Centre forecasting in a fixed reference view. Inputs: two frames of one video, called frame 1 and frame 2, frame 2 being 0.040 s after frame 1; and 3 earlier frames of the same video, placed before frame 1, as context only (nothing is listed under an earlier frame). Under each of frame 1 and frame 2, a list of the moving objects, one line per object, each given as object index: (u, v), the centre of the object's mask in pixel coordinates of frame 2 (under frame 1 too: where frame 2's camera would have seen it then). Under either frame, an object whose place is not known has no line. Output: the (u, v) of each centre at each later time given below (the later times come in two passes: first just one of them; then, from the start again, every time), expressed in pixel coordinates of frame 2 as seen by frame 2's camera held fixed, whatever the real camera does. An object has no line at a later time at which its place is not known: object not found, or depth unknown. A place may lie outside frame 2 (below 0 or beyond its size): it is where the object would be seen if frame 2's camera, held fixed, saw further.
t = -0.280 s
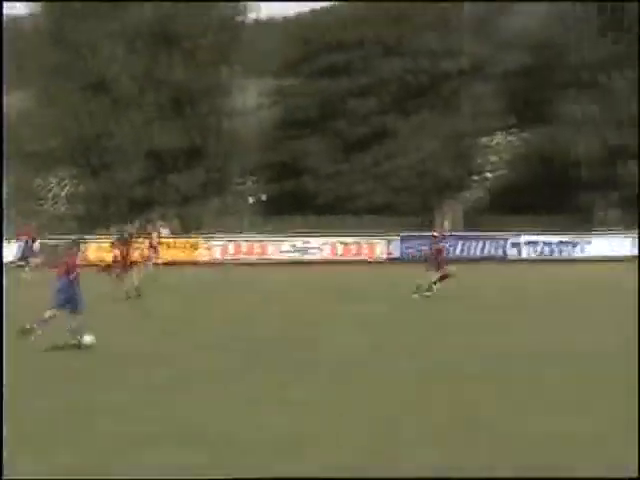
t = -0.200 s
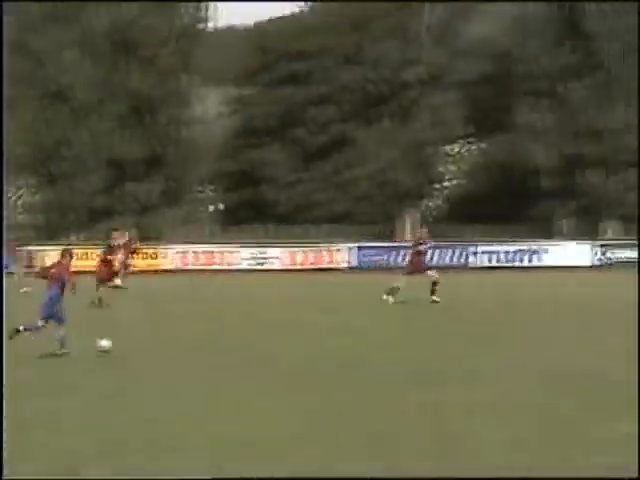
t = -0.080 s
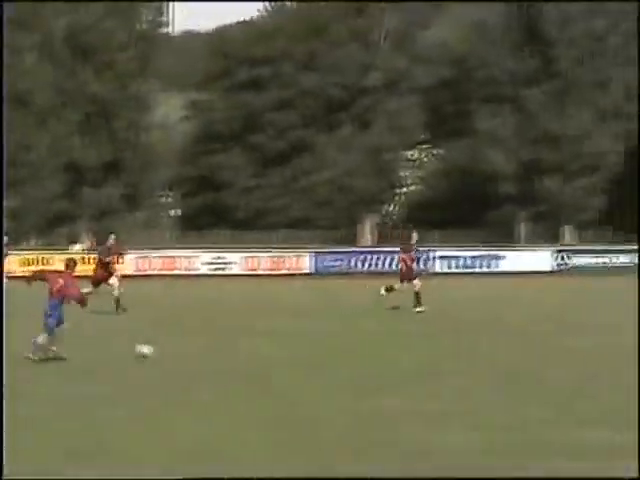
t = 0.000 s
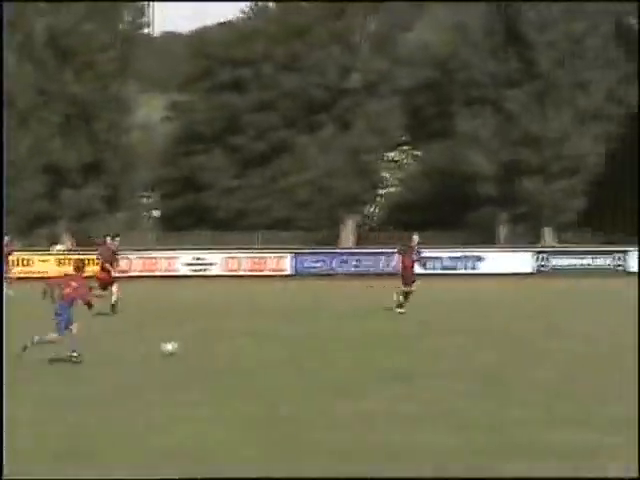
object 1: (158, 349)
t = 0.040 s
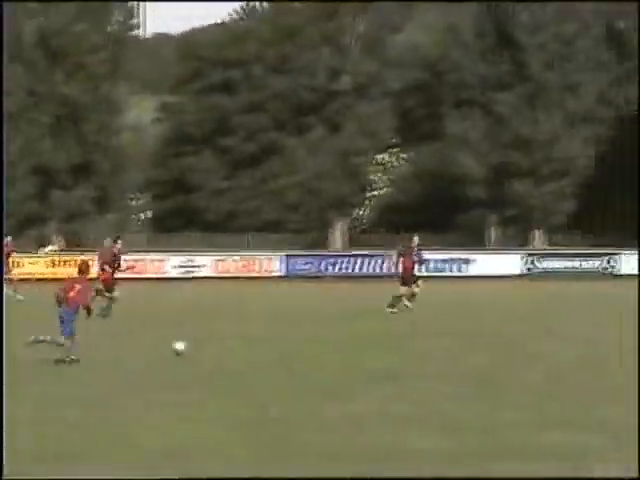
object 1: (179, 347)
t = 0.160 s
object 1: (236, 347)
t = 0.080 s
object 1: (198, 346)
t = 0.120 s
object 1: (216, 346)
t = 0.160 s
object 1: (236, 347)
